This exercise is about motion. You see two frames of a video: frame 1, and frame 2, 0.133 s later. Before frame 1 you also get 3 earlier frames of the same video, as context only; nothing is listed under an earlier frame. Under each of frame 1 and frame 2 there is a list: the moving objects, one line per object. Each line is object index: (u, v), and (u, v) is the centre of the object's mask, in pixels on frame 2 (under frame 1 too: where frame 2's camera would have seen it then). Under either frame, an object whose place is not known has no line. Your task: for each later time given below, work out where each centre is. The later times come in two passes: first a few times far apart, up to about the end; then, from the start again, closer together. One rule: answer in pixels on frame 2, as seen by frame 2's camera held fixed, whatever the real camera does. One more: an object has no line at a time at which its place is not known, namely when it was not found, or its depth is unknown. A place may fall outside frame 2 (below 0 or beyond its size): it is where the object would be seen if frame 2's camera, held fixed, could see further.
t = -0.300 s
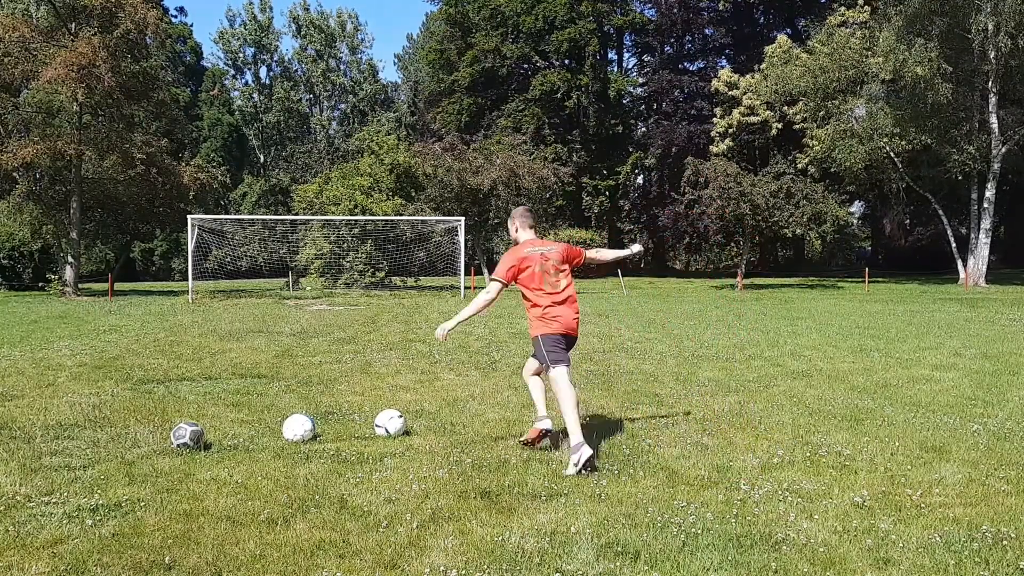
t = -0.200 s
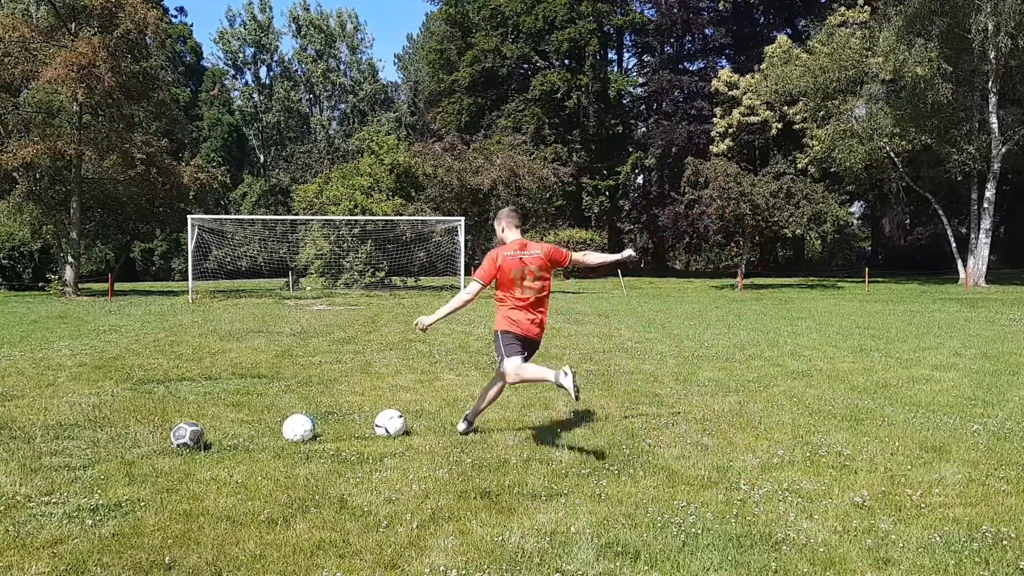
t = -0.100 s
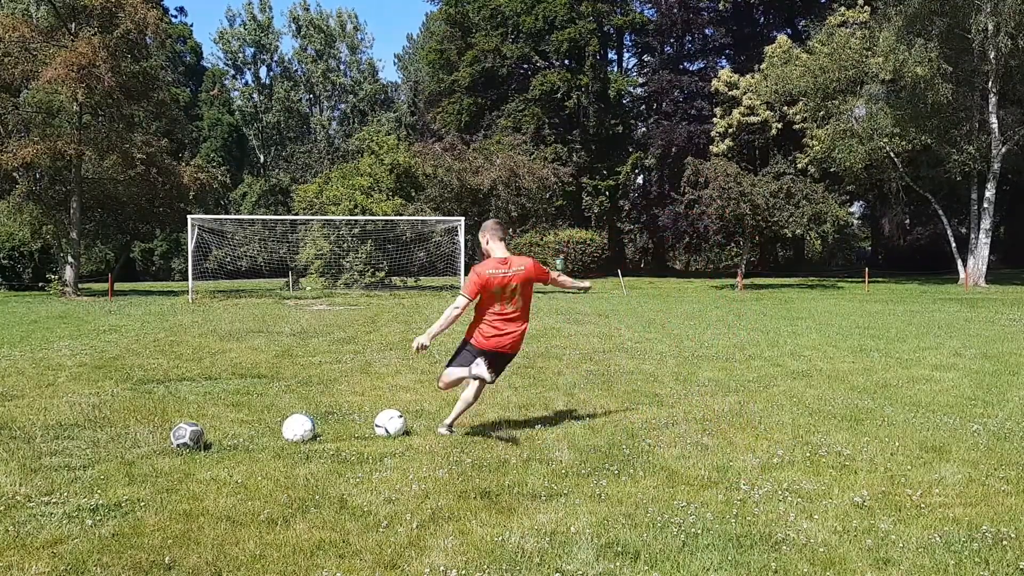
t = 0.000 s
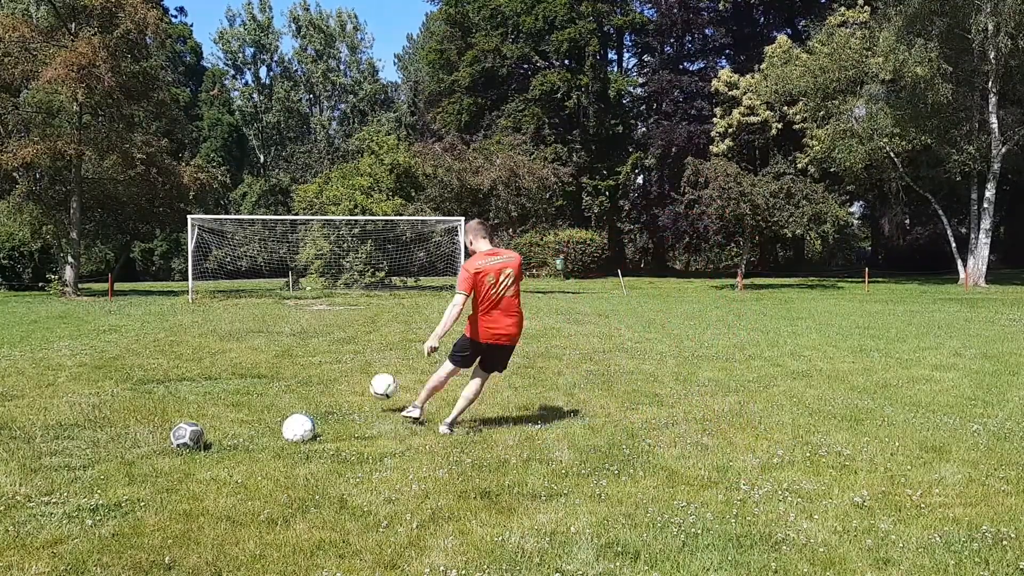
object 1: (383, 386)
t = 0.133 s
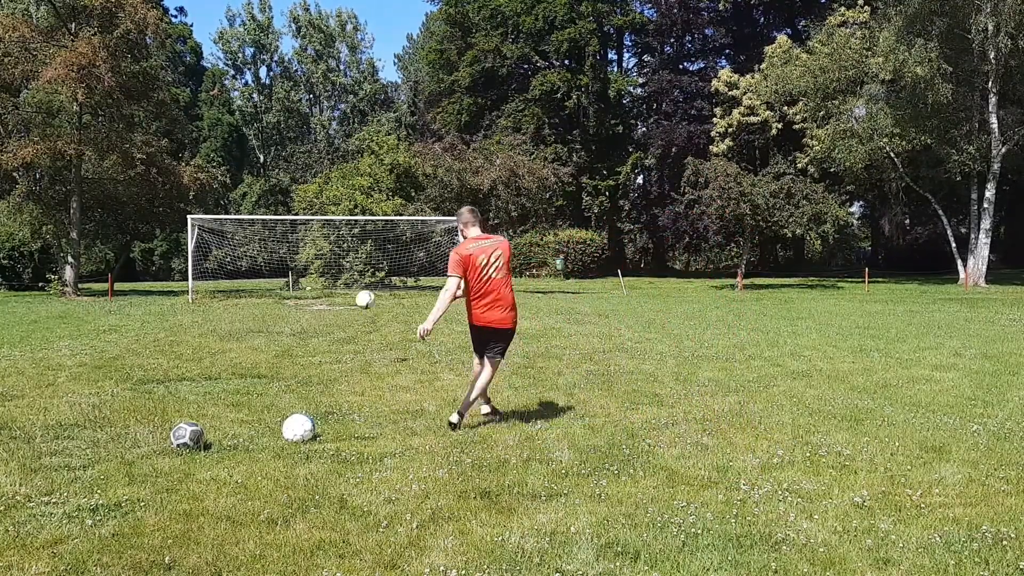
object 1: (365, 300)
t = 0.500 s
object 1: (319, 233)
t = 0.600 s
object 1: (308, 230)
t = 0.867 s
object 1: (279, 238)
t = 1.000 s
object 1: (270, 246)
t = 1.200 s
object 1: (268, 277)
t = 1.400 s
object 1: (268, 281)
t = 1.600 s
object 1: (269, 279)
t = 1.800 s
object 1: (269, 291)
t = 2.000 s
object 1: (271, 296)
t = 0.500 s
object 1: (319, 233)
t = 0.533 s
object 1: (315, 231)
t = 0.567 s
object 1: (311, 230)
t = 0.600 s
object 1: (308, 230)
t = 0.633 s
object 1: (304, 230)
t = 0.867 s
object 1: (279, 238)
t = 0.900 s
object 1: (276, 240)
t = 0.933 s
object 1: (272, 242)
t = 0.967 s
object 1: (271, 244)
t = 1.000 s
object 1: (270, 246)
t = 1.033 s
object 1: (269, 248)
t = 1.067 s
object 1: (269, 251)
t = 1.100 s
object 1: (269, 256)
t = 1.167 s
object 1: (268, 269)
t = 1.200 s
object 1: (268, 277)
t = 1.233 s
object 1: (268, 286)
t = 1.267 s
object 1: (268, 293)
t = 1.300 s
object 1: (268, 291)
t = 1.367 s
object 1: (268, 283)
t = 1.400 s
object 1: (268, 281)
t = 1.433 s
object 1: (268, 279)
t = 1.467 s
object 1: (269, 278)
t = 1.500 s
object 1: (269, 278)
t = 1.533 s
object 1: (269, 278)
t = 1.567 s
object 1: (269, 278)
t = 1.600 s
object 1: (269, 279)
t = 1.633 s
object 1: (269, 280)
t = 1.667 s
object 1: (269, 282)
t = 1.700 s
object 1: (269, 283)
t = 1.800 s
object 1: (269, 291)
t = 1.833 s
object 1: (269, 294)
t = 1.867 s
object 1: (269, 299)
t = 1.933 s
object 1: (270, 301)
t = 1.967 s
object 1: (271, 299)
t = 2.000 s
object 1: (271, 296)
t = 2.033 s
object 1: (272, 295)
